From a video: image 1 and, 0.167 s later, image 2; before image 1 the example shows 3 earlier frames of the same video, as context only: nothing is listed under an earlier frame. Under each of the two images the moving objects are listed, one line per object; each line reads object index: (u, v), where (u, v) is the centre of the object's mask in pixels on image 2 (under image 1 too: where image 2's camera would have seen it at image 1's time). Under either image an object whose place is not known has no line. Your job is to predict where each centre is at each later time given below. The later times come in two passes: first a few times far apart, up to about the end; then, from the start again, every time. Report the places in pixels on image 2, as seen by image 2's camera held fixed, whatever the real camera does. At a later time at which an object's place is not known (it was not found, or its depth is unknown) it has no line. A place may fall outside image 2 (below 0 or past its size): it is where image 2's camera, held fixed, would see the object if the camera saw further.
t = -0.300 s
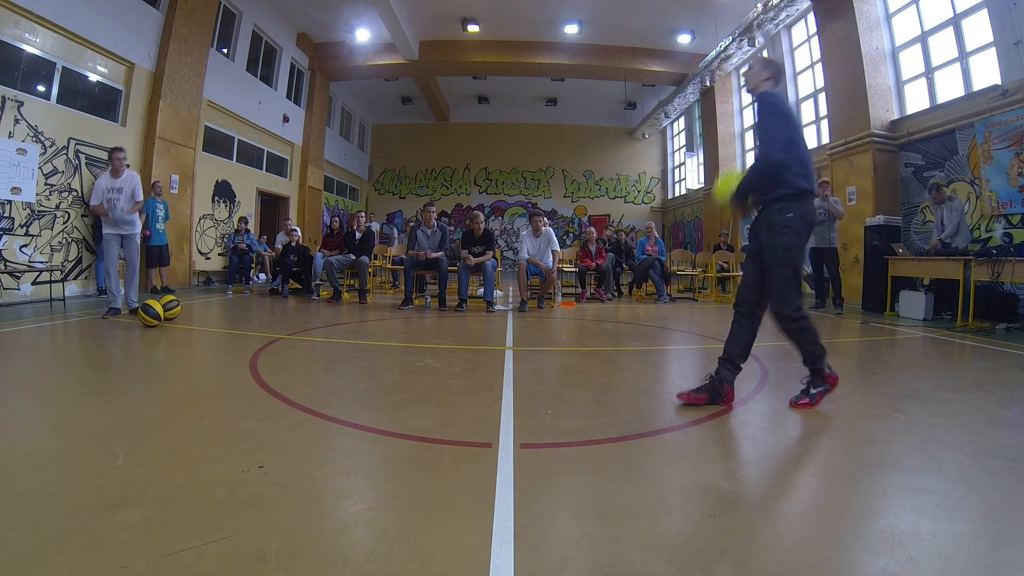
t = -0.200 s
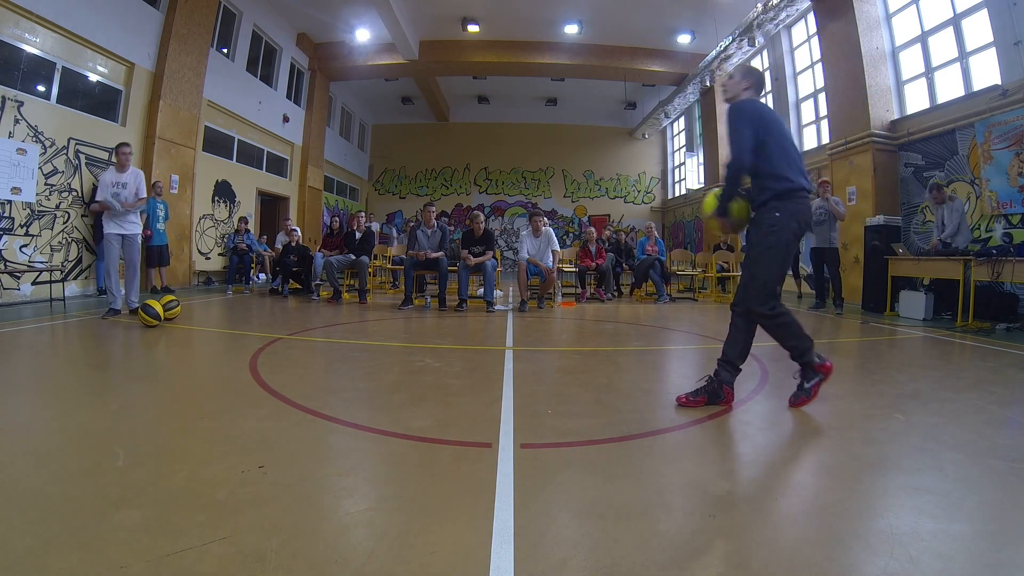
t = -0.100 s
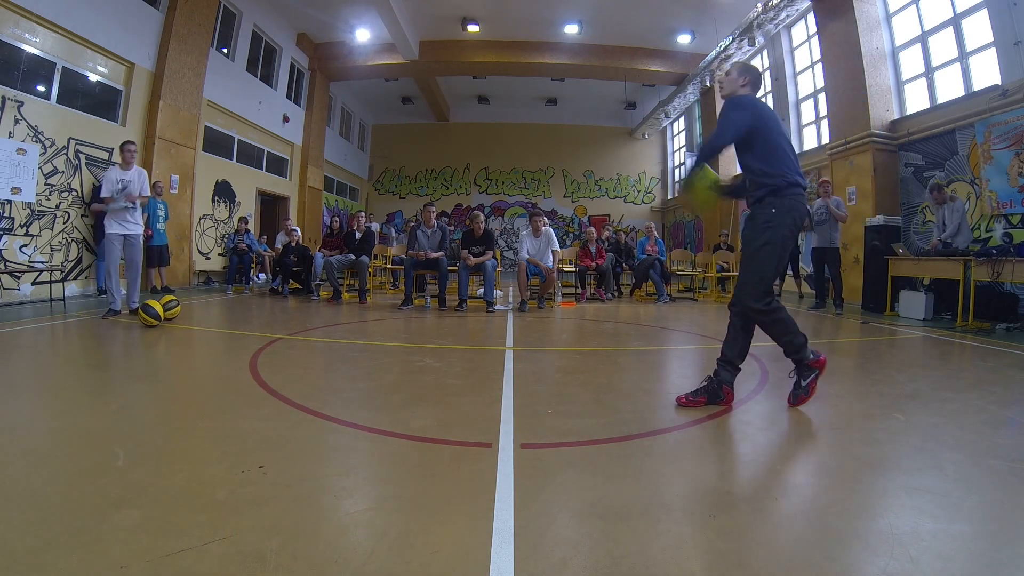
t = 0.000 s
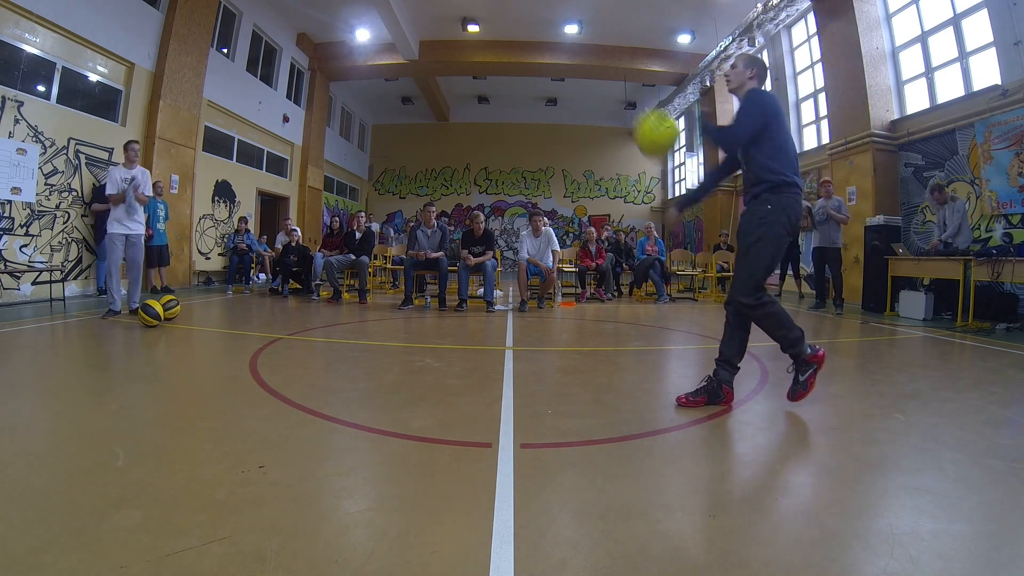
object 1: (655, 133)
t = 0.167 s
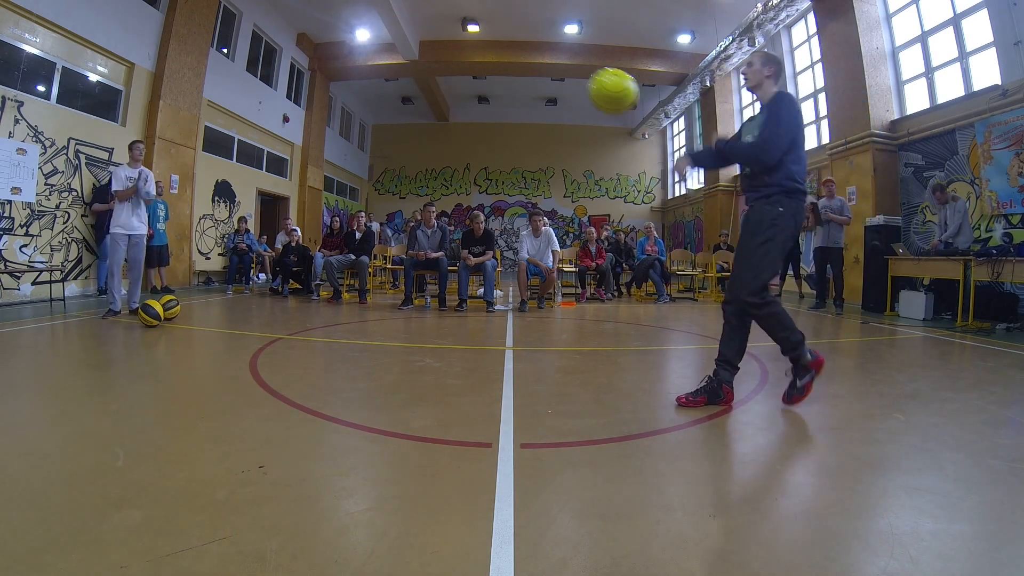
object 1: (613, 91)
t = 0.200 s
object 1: (605, 89)
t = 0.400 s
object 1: (553, 115)
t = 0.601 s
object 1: (499, 220)
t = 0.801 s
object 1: (469, 341)
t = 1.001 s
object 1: (541, 264)
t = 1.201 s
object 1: (621, 256)
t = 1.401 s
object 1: (698, 328)
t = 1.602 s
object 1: (766, 329)
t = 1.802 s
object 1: (824, 313)
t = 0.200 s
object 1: (605, 89)
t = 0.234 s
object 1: (596, 88)
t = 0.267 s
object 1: (587, 89)
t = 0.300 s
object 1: (579, 93)
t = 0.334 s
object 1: (570, 98)
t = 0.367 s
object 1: (562, 104)
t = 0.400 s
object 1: (553, 115)
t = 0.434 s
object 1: (544, 126)
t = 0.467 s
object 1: (535, 139)
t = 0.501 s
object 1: (527, 156)
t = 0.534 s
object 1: (518, 174)
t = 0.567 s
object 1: (508, 194)
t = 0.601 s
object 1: (499, 220)
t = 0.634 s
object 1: (490, 246)
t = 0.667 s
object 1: (480, 271)
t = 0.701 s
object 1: (472, 302)
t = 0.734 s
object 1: (463, 334)
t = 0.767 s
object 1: (459, 358)
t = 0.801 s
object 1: (469, 341)
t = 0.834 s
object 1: (480, 324)
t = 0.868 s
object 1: (492, 309)
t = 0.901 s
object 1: (505, 293)
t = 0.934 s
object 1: (519, 281)
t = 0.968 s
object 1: (530, 272)
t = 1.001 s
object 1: (541, 264)
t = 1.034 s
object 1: (556, 256)
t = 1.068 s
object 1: (570, 251)
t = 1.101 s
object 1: (583, 249)
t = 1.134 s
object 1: (595, 250)
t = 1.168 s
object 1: (607, 251)
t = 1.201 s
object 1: (621, 256)
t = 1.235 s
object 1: (634, 262)
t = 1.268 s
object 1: (646, 270)
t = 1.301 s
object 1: (658, 279)
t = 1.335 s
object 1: (672, 294)
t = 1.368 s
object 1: (686, 309)
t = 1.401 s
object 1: (698, 328)
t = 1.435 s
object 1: (709, 348)
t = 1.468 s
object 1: (720, 371)
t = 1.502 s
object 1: (734, 364)
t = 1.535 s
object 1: (745, 350)
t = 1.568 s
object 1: (756, 339)
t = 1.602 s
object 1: (766, 329)
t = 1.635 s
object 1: (777, 321)
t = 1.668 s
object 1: (786, 315)
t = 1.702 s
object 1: (796, 312)
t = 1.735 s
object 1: (805, 310)
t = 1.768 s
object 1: (815, 311)
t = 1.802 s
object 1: (824, 313)
